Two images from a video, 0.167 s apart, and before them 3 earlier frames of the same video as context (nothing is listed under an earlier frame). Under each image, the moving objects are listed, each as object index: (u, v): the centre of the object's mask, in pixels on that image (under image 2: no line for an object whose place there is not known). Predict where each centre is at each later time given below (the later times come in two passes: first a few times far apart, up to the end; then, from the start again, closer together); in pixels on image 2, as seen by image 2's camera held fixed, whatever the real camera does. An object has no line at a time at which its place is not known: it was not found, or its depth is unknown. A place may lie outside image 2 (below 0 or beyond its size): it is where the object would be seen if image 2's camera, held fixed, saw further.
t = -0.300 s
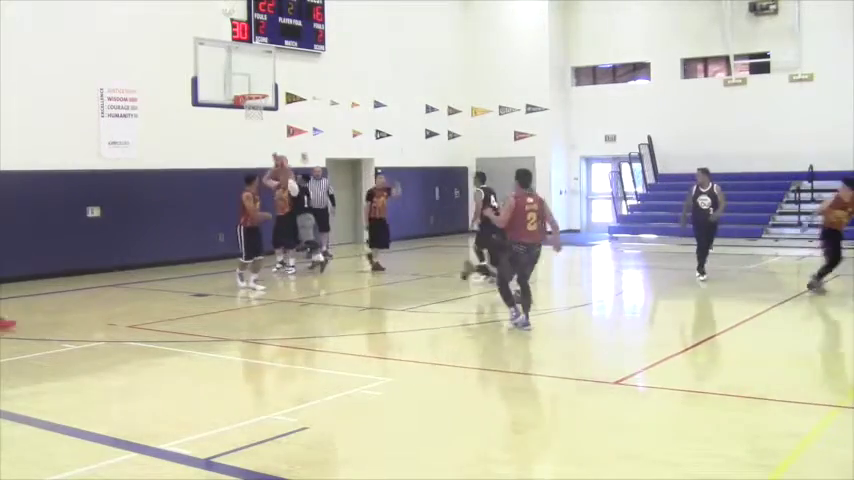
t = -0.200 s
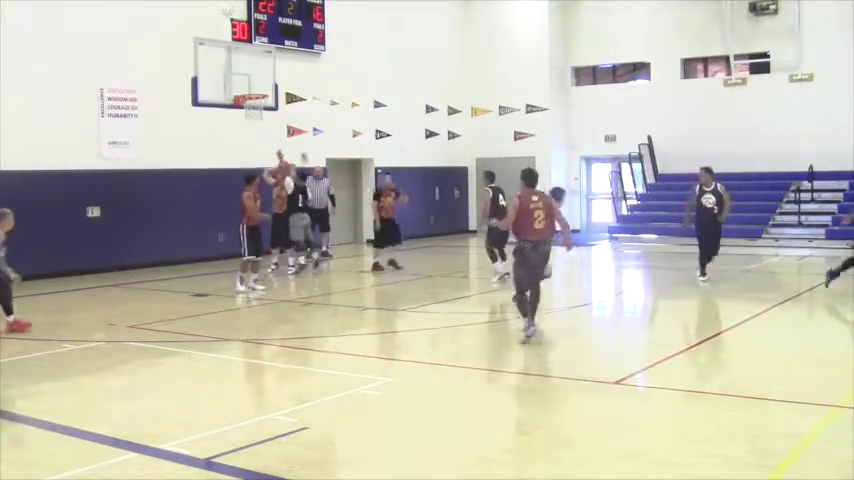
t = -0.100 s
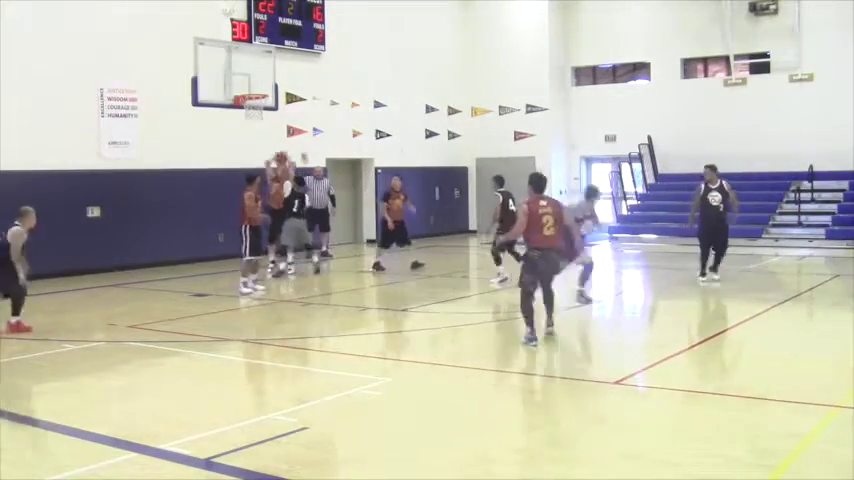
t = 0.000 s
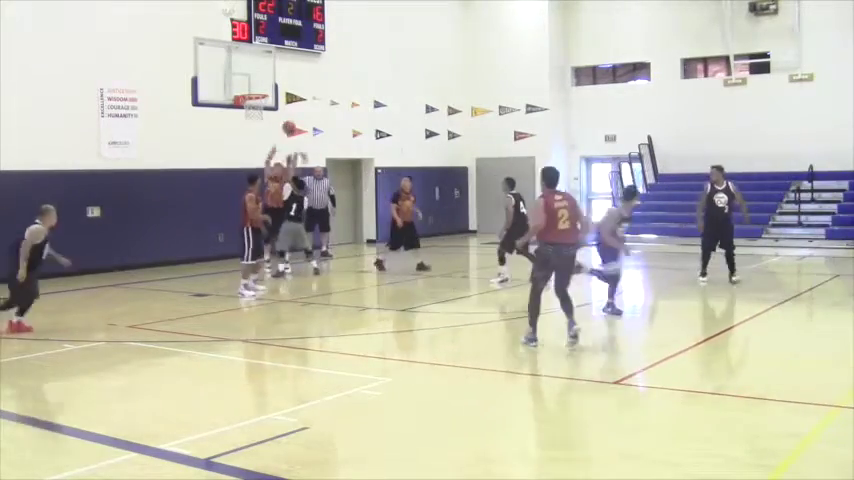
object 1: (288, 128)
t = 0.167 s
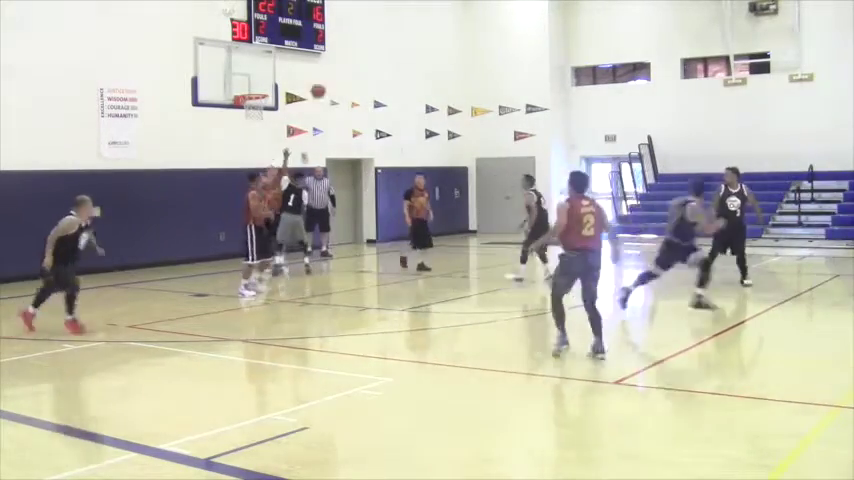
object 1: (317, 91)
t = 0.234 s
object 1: (331, 79)
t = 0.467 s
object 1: (389, 59)
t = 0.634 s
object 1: (443, 71)
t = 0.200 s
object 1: (324, 85)
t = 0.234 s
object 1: (331, 79)
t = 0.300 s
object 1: (346, 70)
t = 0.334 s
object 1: (353, 66)
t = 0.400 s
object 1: (370, 61)
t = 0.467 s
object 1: (389, 59)
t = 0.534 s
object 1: (409, 60)
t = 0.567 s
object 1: (420, 63)
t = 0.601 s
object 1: (431, 66)
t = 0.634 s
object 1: (443, 71)
